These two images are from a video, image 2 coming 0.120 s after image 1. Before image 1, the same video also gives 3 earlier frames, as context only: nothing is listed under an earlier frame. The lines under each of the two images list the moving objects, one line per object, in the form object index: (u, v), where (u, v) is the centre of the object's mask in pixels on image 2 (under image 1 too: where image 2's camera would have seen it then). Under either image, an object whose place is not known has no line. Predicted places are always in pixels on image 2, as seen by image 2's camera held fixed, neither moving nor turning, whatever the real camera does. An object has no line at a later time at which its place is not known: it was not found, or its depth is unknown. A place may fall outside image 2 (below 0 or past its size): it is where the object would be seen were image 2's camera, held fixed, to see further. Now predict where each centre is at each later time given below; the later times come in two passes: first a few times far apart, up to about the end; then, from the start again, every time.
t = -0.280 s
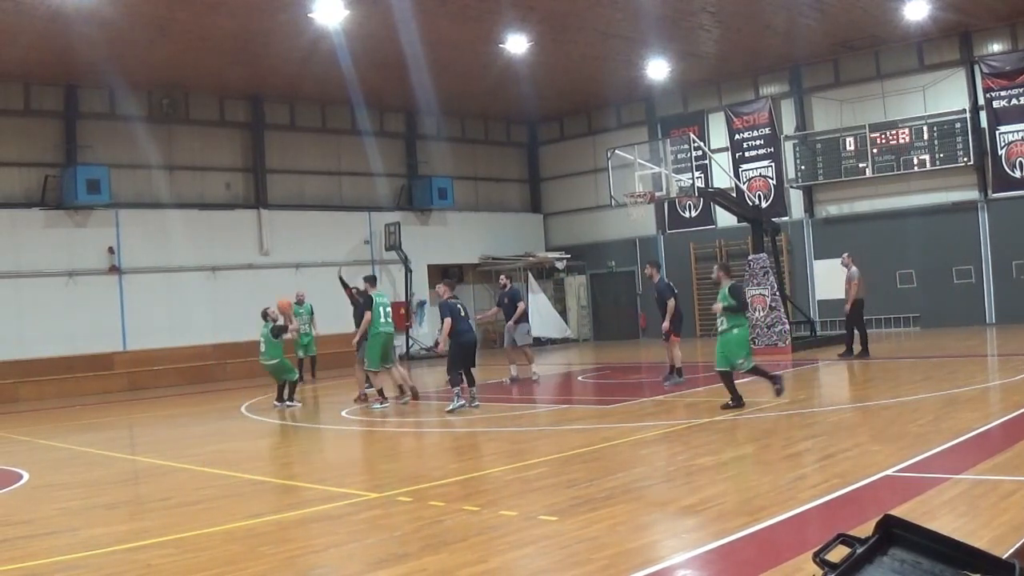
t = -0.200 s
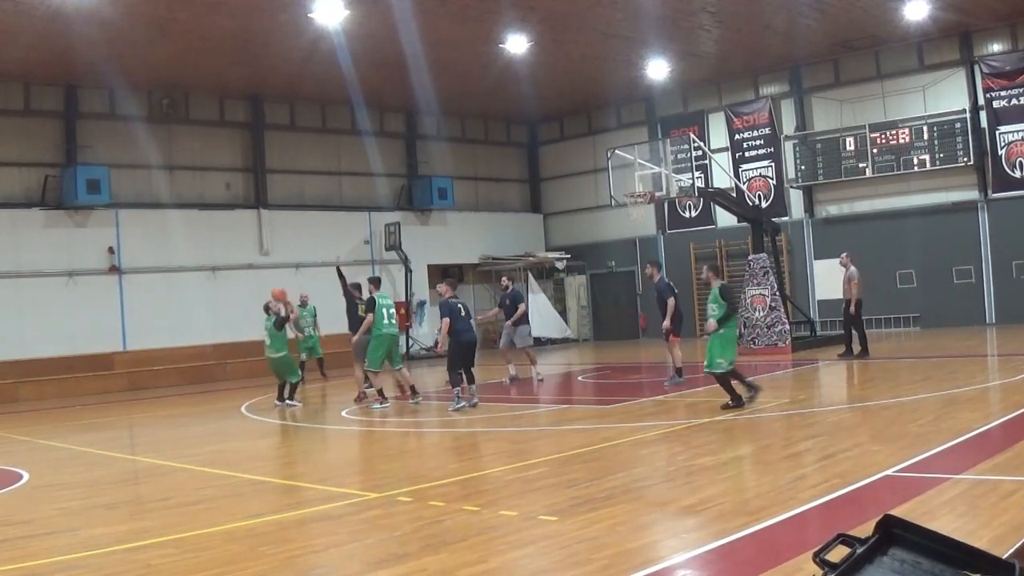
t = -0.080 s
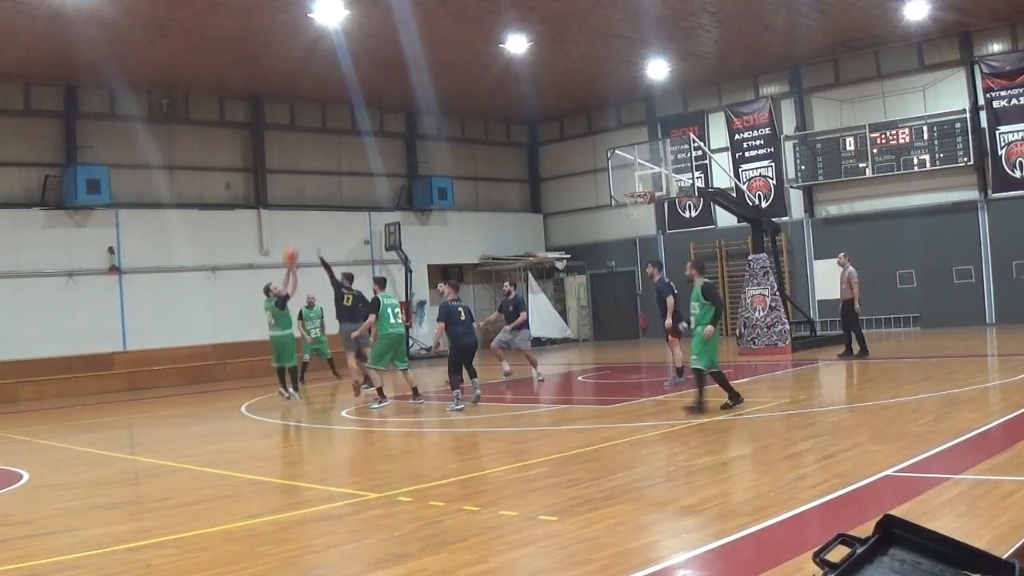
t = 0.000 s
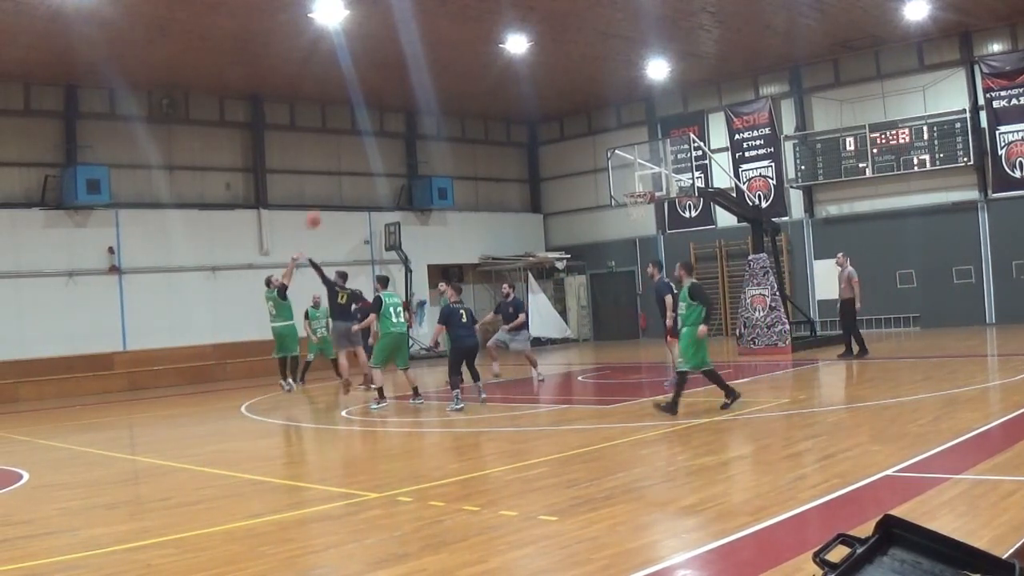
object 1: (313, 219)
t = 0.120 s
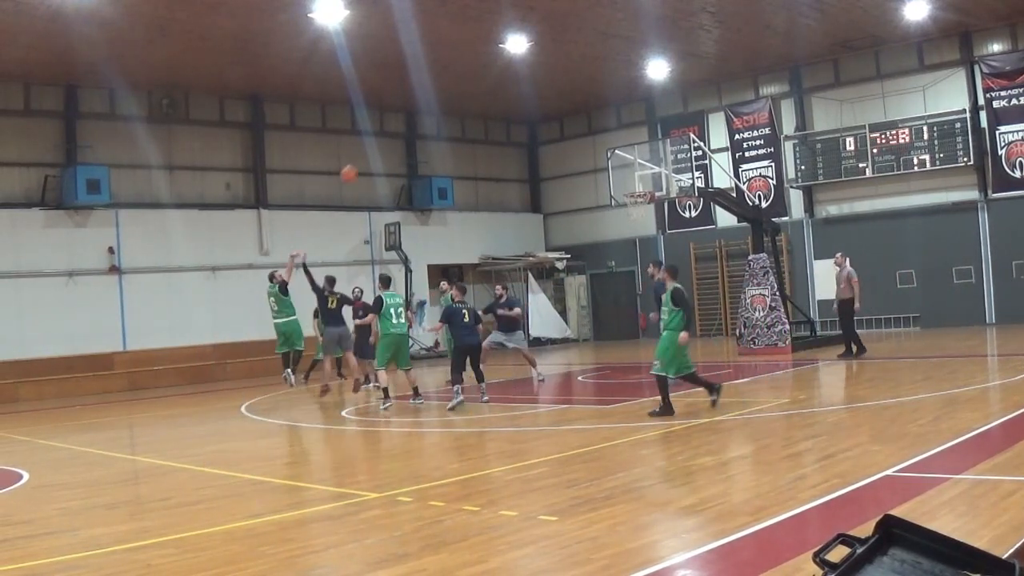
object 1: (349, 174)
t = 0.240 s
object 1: (384, 139)
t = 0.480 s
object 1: (451, 98)
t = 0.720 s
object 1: (519, 94)
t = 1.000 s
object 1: (597, 128)
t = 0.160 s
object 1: (360, 160)
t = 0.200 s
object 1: (372, 149)
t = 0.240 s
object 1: (384, 139)
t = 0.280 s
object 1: (394, 130)
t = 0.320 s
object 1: (406, 122)
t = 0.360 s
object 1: (417, 115)
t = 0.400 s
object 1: (429, 108)
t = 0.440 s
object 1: (440, 102)
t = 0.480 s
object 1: (451, 98)
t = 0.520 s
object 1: (463, 95)
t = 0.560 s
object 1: (474, 93)
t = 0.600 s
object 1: (485, 92)
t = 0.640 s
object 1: (496, 91)
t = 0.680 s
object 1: (508, 92)
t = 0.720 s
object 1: (519, 94)
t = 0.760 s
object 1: (530, 96)
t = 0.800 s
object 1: (541, 99)
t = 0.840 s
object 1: (553, 103)
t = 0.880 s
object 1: (564, 108)
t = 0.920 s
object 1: (575, 114)
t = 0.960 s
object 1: (586, 121)
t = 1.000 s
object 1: (597, 128)
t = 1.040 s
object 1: (608, 136)
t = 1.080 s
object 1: (619, 147)
